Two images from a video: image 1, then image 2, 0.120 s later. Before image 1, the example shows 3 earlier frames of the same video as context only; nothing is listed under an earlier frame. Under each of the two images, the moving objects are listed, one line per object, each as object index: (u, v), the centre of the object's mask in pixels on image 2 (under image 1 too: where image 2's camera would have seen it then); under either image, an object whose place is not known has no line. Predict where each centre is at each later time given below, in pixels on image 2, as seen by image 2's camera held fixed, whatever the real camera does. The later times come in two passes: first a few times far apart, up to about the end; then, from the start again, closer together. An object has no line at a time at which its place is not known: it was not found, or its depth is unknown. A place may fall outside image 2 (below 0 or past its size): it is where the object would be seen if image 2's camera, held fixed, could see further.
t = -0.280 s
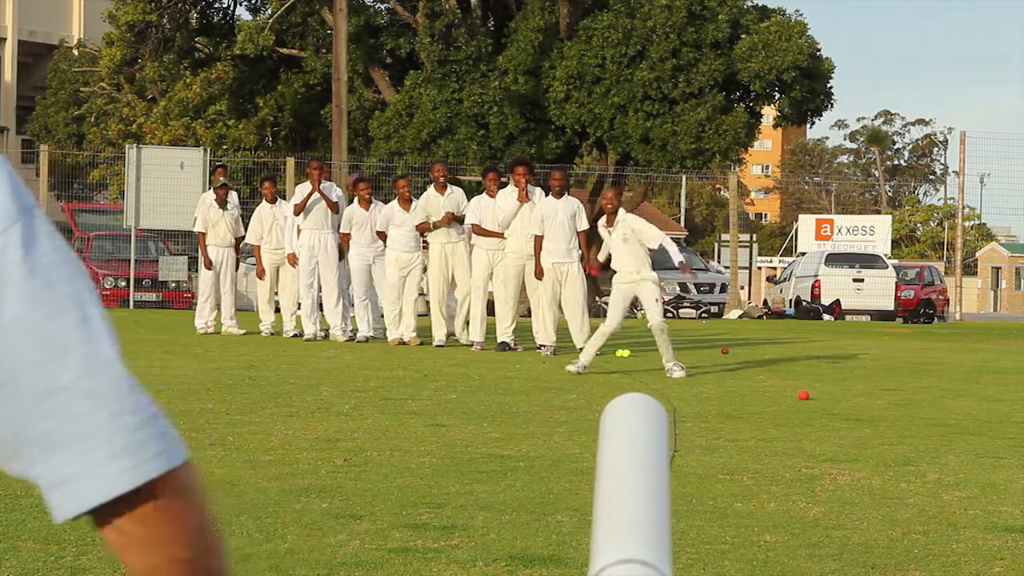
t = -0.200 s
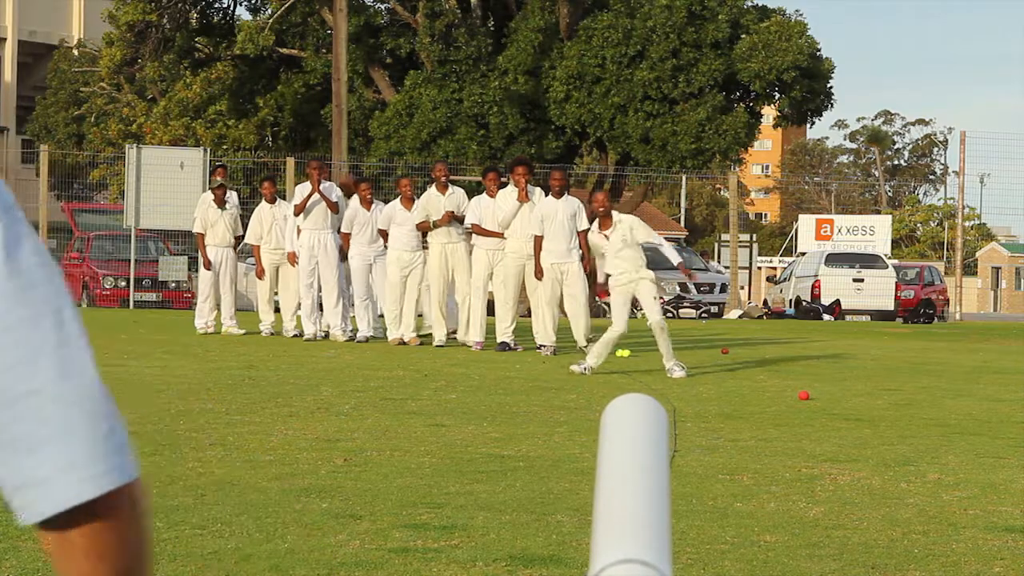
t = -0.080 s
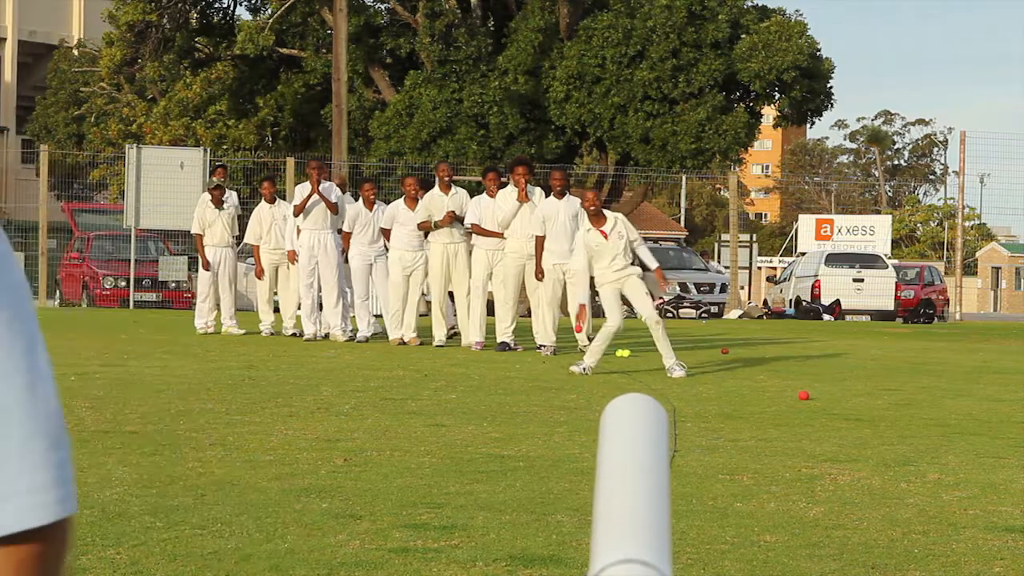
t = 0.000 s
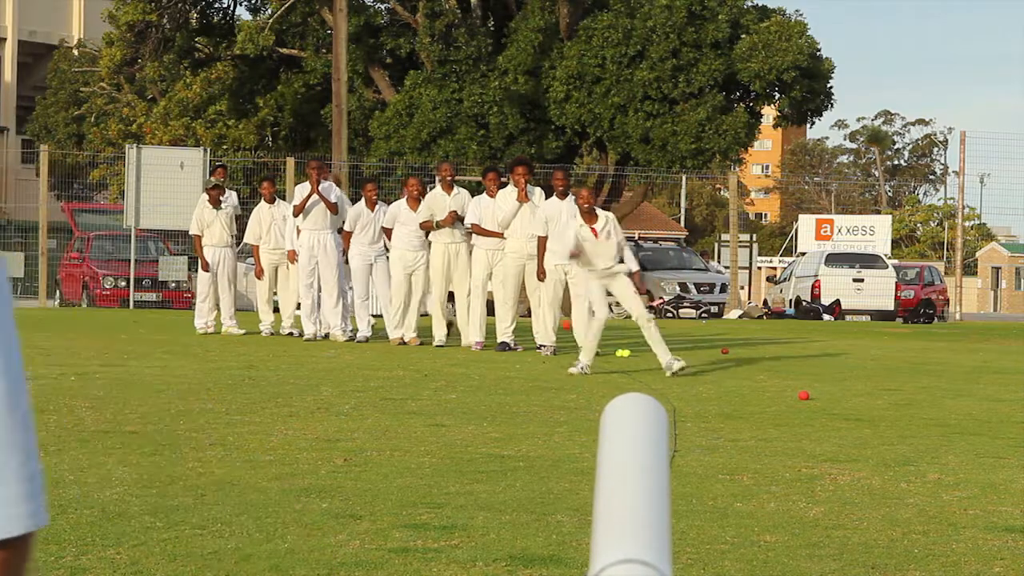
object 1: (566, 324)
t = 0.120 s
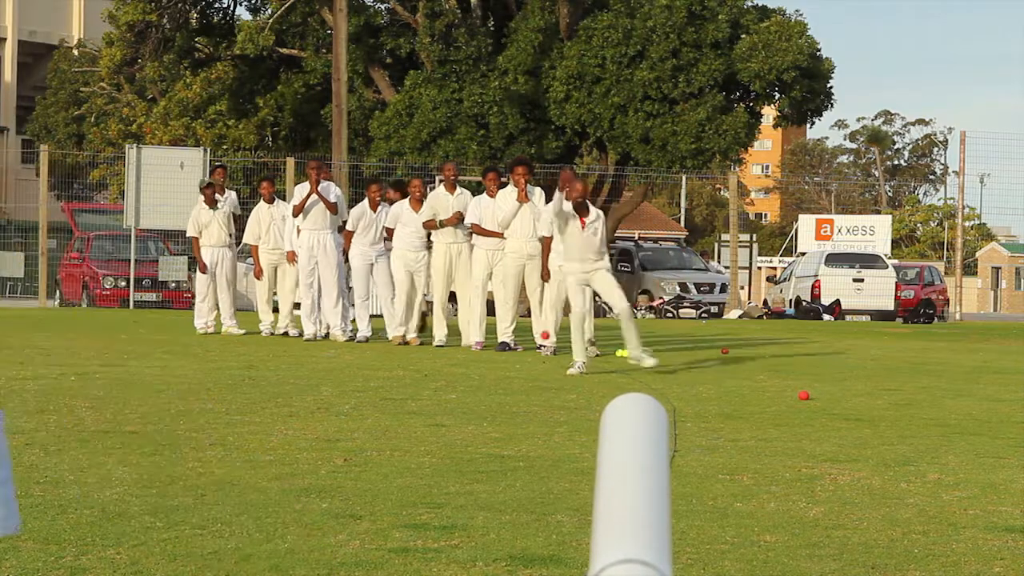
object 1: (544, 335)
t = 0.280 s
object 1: (510, 390)
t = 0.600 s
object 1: (462, 407)
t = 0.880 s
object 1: (402, 431)
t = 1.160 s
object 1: (320, 437)
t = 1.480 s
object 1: (182, 530)
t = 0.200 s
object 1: (529, 355)
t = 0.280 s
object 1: (510, 390)
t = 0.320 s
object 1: (503, 395)
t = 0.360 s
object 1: (498, 388)
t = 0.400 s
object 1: (493, 383)
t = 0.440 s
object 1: (487, 381)
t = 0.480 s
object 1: (481, 383)
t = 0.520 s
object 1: (476, 387)
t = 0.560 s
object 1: (469, 395)
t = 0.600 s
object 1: (462, 407)
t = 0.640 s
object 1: (455, 424)
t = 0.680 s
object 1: (447, 433)
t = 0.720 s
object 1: (439, 426)
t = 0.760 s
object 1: (430, 421)
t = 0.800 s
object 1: (422, 421)
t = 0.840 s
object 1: (412, 425)
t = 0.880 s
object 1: (402, 431)
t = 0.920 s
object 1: (391, 443)
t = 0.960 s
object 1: (379, 461)
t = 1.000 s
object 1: (368, 464)
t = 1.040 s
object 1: (357, 452)
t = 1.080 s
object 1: (346, 443)
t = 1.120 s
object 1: (333, 438)
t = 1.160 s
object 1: (320, 437)
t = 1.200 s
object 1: (306, 442)
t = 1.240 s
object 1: (291, 451)
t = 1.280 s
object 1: (274, 466)
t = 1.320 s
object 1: (256, 489)
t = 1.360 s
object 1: (238, 519)
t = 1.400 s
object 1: (218, 537)
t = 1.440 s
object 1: (202, 531)
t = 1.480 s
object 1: (182, 530)
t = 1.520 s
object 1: (162, 535)
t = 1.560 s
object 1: (140, 548)
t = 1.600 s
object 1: (115, 565)
